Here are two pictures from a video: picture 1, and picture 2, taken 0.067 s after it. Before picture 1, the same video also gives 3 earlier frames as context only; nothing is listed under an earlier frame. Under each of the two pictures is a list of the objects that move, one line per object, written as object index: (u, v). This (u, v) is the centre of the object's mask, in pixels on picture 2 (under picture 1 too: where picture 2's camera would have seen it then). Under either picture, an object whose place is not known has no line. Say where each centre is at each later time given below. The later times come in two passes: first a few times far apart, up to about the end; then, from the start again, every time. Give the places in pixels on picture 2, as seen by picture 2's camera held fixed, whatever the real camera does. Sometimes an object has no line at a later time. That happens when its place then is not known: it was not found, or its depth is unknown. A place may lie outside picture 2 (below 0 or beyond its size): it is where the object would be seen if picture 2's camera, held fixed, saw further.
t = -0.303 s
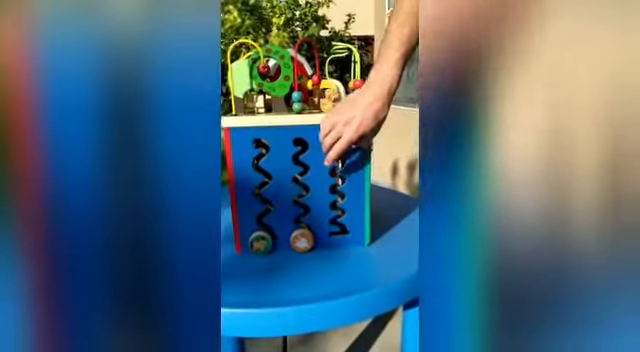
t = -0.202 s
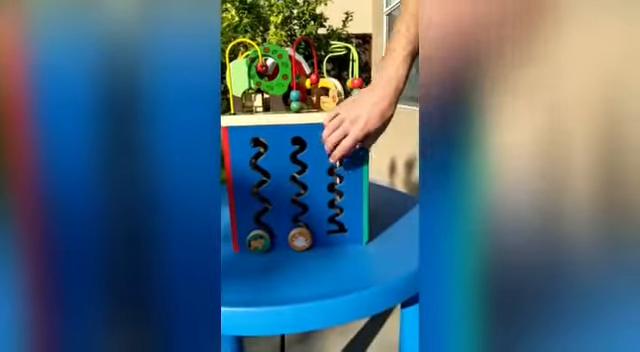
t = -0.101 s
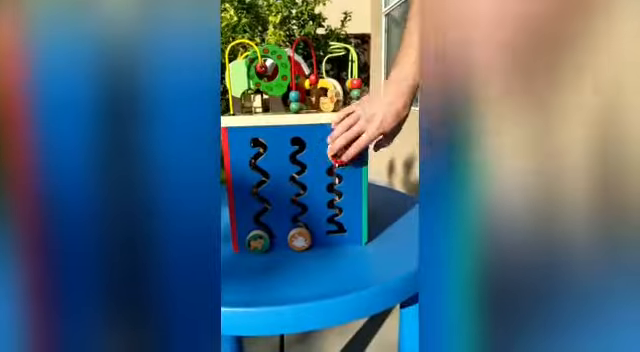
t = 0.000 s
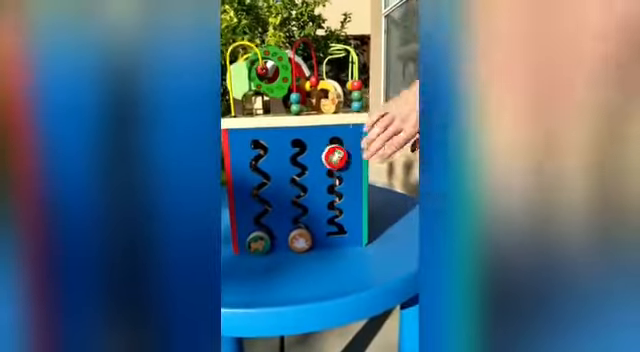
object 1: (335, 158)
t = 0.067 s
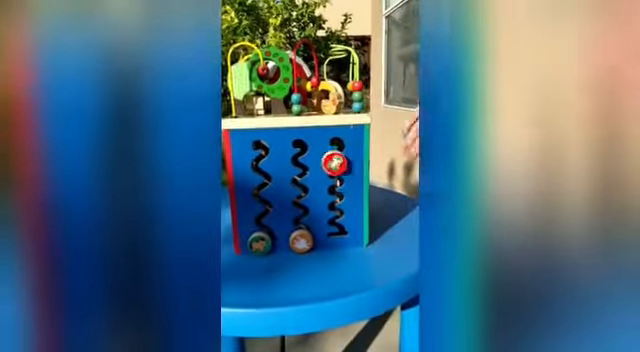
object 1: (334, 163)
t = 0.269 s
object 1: (338, 173)
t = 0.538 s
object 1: (341, 188)
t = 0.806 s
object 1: (341, 205)
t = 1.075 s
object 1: (338, 214)
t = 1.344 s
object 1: (336, 228)
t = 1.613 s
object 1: (343, 236)
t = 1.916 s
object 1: (342, 236)
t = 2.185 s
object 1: (342, 237)
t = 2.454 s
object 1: (343, 237)
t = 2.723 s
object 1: (343, 237)
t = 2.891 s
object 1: (342, 237)
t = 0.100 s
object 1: (337, 163)
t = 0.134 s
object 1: (340, 166)
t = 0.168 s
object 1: (342, 170)
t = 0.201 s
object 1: (342, 170)
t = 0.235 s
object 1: (340, 170)
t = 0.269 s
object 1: (338, 173)
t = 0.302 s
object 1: (336, 175)
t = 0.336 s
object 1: (333, 178)
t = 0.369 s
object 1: (336, 178)
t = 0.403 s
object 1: (339, 180)
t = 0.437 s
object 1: (341, 181)
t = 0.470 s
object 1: (343, 182)
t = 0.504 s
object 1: (345, 187)
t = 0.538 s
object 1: (341, 188)
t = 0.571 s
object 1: (336, 191)
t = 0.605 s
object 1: (333, 195)
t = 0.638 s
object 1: (337, 197)
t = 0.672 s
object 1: (341, 198)
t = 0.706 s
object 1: (343, 198)
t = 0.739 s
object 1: (345, 202)
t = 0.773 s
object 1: (343, 204)
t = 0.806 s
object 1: (341, 205)
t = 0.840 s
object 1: (341, 205)
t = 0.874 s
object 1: (340, 206)
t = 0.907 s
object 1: (338, 207)
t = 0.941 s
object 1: (335, 211)
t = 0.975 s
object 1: (336, 211)
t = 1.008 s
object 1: (336, 213)
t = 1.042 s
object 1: (337, 213)
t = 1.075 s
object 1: (338, 214)
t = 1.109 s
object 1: (340, 215)
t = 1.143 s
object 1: (342, 217)
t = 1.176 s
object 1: (342, 219)
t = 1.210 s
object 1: (340, 221)
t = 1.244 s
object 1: (337, 223)
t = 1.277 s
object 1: (333, 227)
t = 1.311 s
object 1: (335, 227)
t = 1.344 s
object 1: (336, 228)
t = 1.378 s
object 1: (337, 229)
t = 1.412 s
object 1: (339, 229)
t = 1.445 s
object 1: (342, 230)
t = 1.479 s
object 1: (345, 234)
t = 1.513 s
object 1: (345, 235)
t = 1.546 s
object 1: (344, 235)
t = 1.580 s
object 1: (344, 235)
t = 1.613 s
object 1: (343, 236)
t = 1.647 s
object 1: (343, 237)
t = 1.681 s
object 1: (342, 236)
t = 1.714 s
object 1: (342, 236)
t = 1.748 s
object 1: (342, 236)
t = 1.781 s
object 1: (342, 236)
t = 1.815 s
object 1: (342, 236)
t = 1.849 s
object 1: (342, 236)
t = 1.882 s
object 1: (342, 236)
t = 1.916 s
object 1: (342, 236)
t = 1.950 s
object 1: (342, 236)
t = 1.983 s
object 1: (342, 236)
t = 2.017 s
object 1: (342, 236)
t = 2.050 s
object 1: (342, 236)
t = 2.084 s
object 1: (342, 236)
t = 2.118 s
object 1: (342, 236)
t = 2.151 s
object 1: (342, 236)
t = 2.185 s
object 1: (342, 237)
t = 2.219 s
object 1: (342, 237)
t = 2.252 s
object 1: (342, 237)
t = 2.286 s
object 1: (342, 237)
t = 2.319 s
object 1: (342, 237)
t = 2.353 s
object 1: (342, 237)
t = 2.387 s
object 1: (342, 237)
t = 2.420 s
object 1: (342, 237)
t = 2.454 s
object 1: (343, 237)
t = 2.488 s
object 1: (342, 237)
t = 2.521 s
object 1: (343, 237)
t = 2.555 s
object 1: (343, 236)
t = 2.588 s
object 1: (343, 237)
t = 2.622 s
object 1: (343, 237)
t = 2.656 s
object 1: (343, 237)
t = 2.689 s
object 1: (343, 237)
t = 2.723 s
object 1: (343, 237)
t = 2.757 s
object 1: (343, 237)
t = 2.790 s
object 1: (342, 237)
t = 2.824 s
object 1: (342, 237)
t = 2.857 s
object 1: (342, 237)
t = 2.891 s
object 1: (342, 237)
